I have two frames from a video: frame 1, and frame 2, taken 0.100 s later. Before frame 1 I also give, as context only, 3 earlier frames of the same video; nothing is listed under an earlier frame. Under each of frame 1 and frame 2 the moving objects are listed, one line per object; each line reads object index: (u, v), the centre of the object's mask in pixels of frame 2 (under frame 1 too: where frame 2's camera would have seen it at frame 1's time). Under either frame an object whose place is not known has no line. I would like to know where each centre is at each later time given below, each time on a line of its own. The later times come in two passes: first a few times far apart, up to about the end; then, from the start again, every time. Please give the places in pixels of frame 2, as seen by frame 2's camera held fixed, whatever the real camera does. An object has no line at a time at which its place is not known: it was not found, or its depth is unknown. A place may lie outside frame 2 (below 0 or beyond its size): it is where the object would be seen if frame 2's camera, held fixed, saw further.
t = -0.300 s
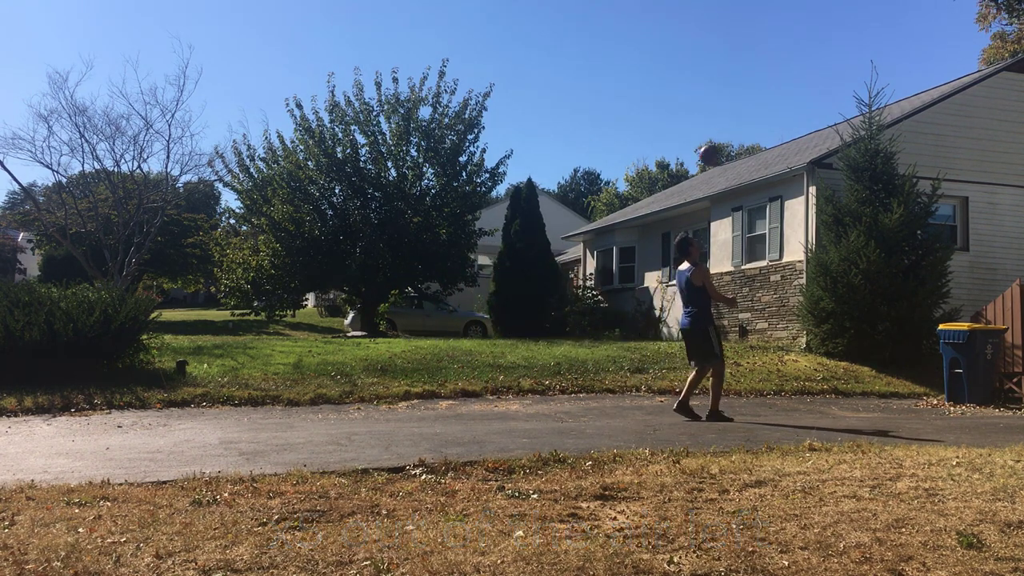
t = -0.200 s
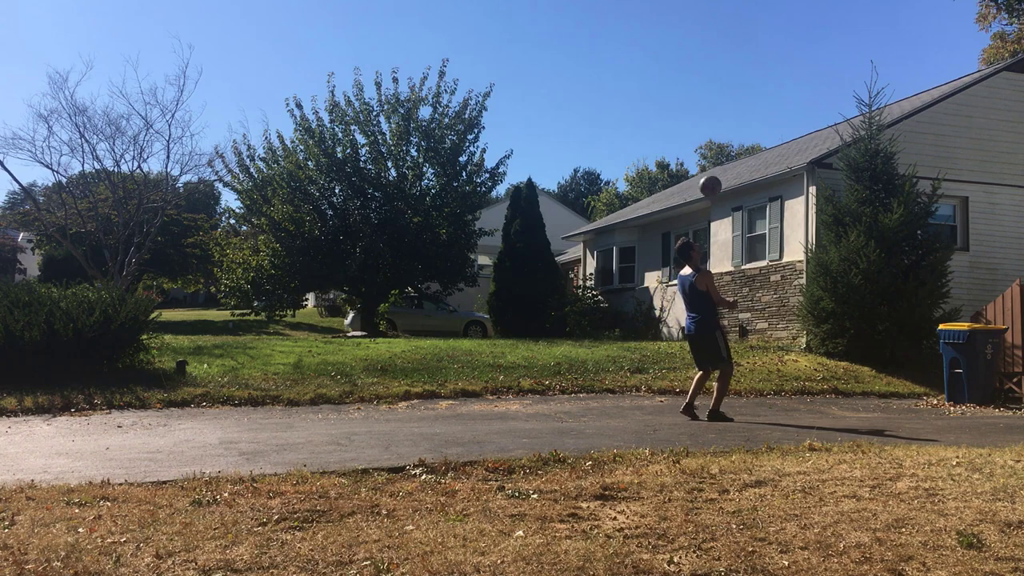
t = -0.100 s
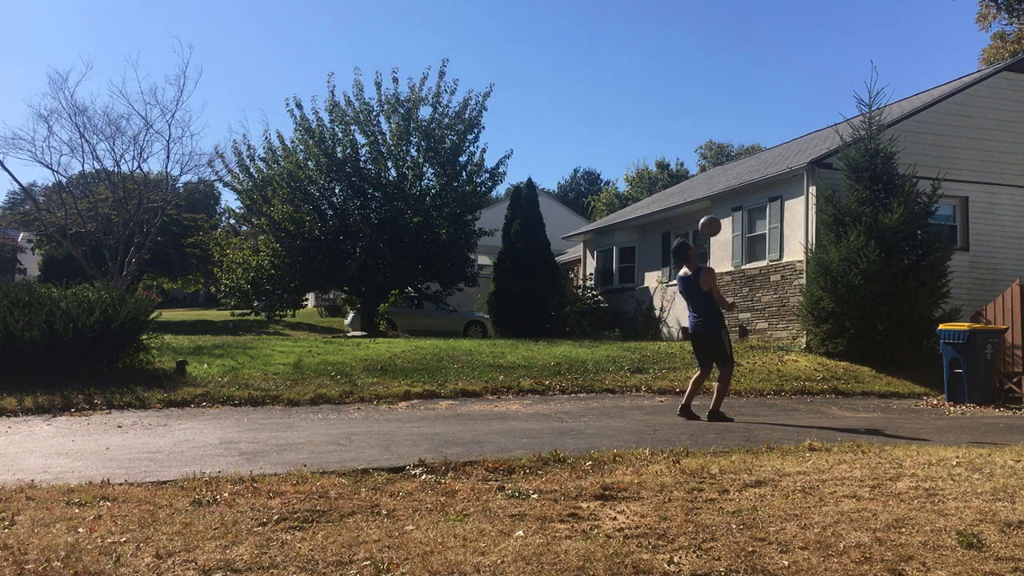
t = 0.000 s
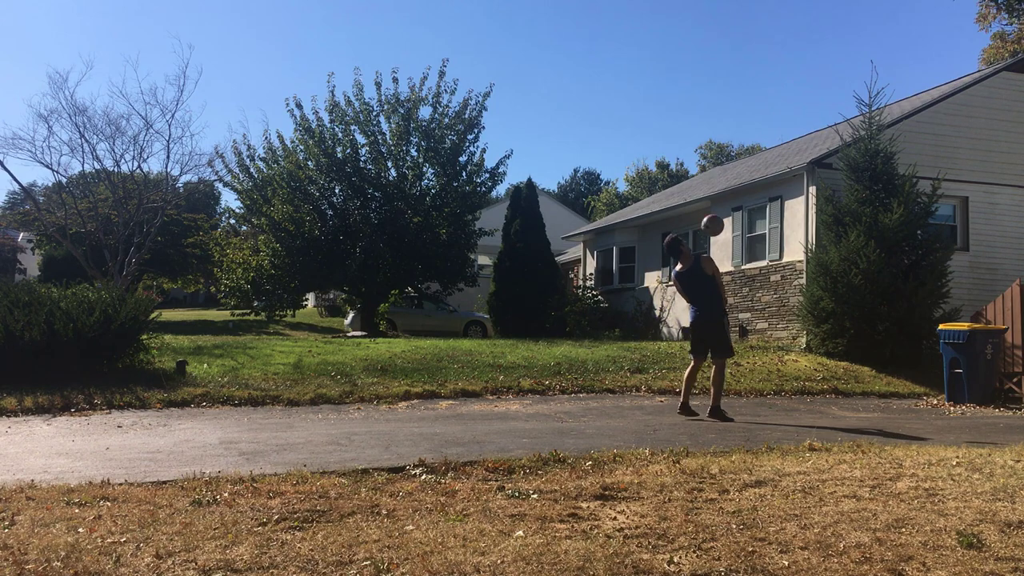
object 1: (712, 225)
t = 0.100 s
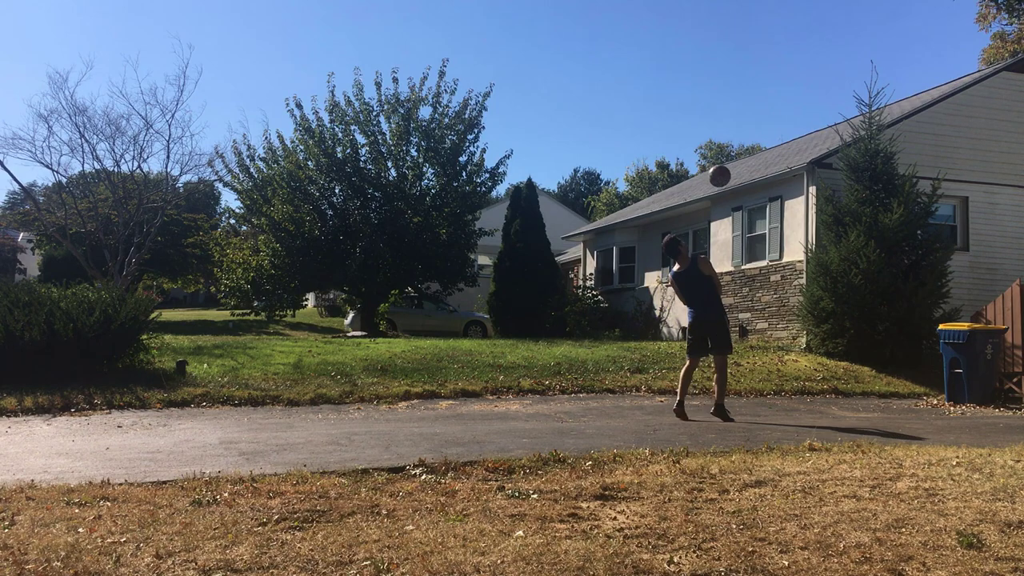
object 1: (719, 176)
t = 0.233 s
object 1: (728, 126)
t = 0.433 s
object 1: (741, 85)
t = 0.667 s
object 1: (754, 86)
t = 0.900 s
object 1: (767, 137)
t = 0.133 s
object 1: (721, 162)
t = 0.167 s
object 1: (724, 149)
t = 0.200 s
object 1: (726, 137)
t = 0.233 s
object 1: (728, 126)
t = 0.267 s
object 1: (730, 117)
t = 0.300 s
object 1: (732, 108)
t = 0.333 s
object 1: (734, 101)
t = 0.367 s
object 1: (737, 94)
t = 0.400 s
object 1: (739, 89)
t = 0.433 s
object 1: (741, 85)
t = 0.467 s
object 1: (742, 82)
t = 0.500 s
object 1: (745, 80)
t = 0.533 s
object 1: (747, 79)
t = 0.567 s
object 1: (749, 79)
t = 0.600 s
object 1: (751, 80)
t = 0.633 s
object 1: (753, 82)
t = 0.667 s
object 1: (754, 86)
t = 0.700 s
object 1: (756, 90)
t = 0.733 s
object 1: (758, 95)
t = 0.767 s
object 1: (760, 102)
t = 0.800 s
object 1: (761, 109)
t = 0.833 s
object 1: (763, 117)
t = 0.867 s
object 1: (765, 127)
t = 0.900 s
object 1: (767, 137)
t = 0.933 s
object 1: (768, 148)
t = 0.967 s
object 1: (770, 161)
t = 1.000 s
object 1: (771, 174)
